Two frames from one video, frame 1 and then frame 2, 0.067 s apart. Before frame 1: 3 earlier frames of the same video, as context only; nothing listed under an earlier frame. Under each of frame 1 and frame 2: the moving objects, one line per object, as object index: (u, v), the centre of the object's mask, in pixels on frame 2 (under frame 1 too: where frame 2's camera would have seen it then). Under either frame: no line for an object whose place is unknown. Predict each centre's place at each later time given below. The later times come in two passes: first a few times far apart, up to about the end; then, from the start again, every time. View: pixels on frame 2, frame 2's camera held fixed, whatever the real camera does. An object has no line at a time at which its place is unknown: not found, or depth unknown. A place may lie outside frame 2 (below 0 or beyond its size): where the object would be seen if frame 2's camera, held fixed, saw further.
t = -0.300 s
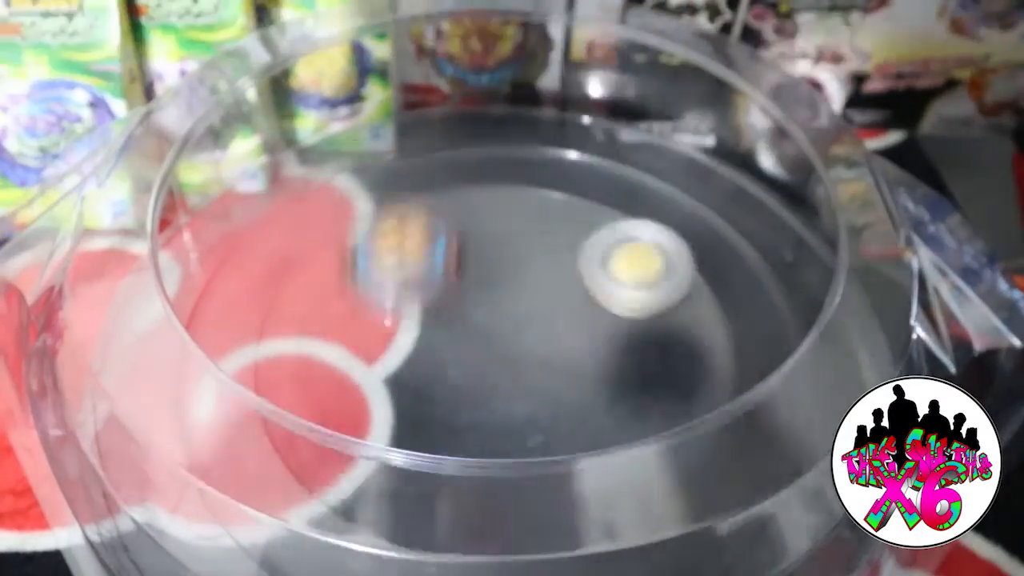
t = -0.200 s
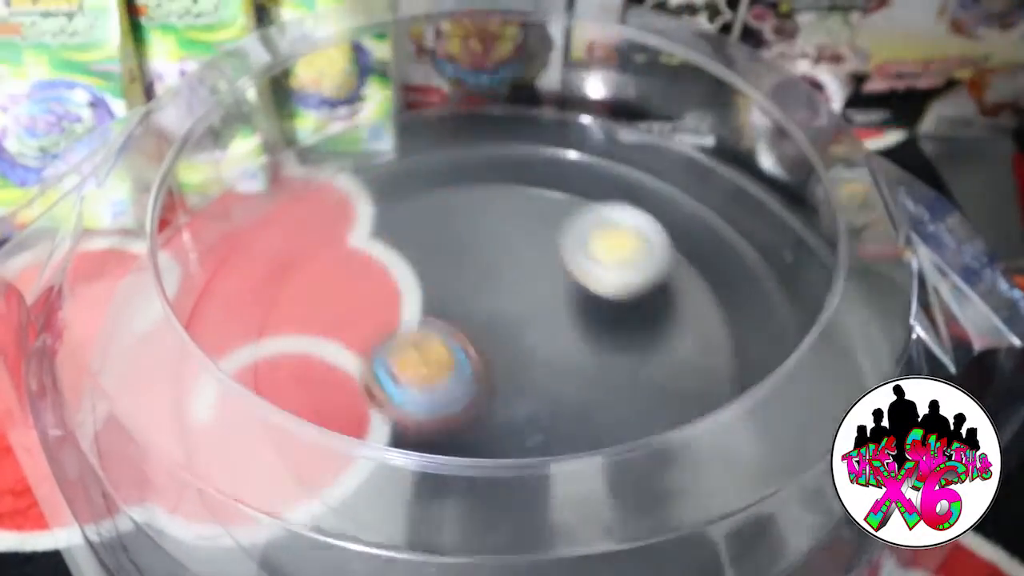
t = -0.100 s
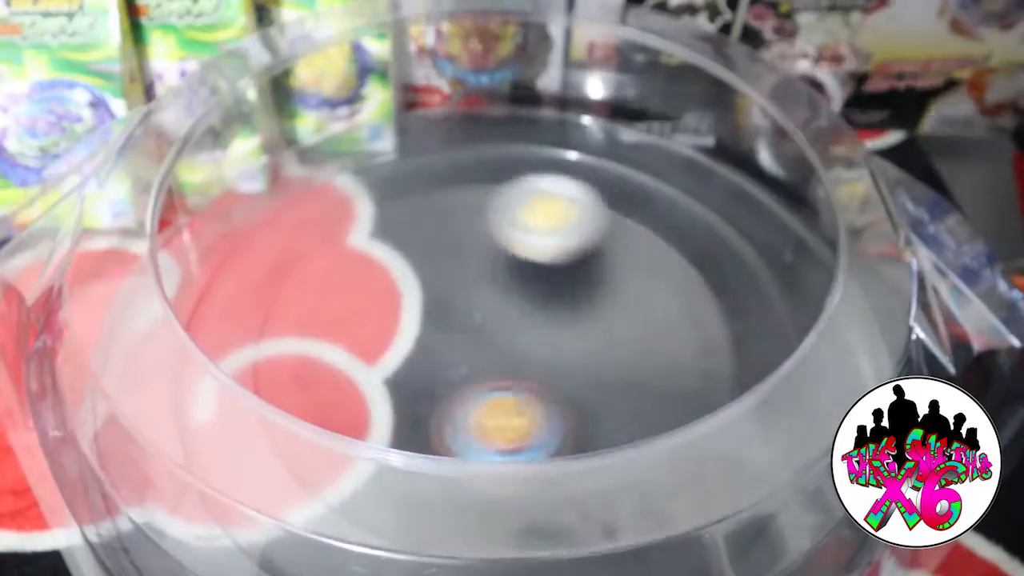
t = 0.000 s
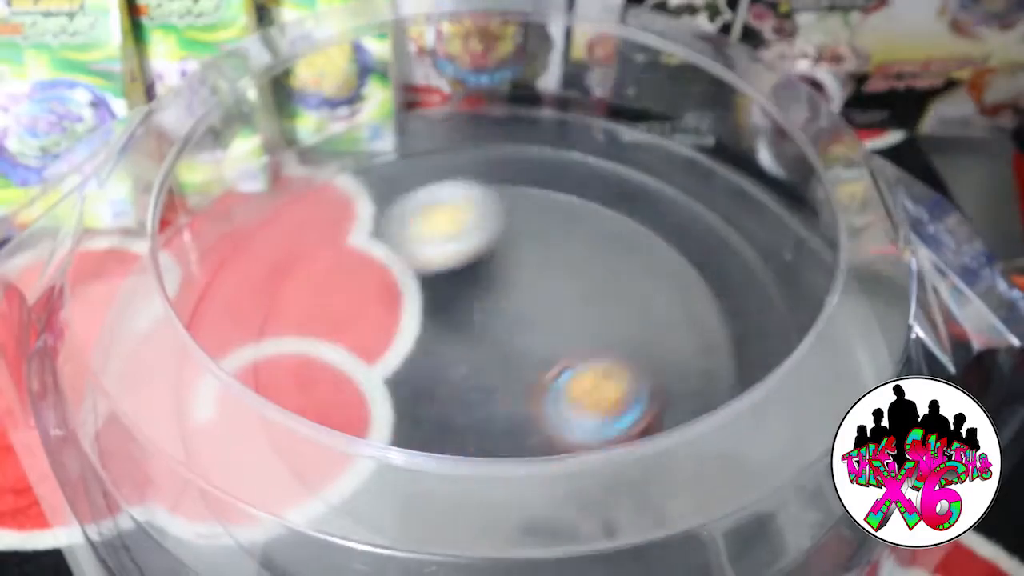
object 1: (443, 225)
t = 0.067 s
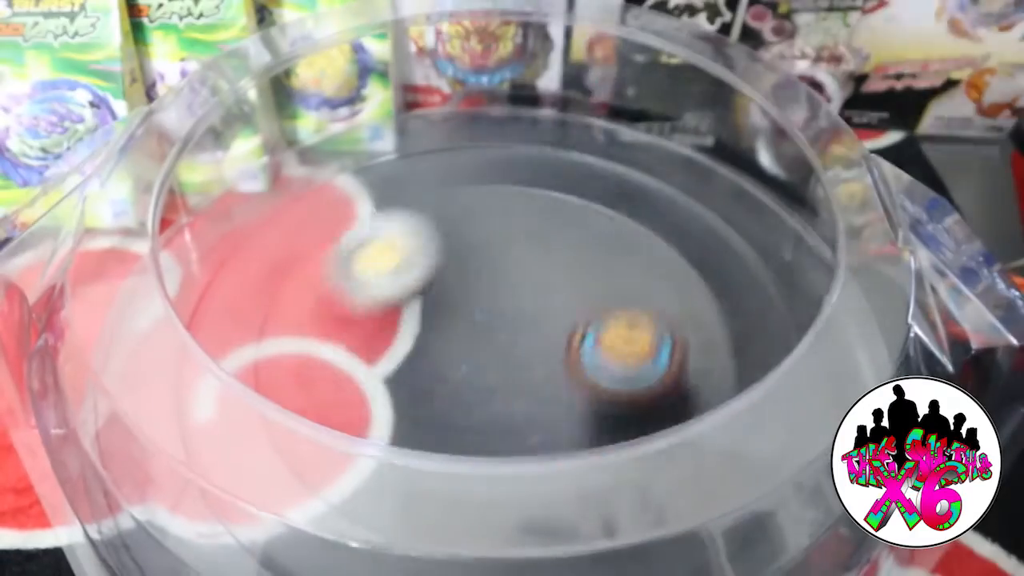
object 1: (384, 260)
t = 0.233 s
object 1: (372, 407)
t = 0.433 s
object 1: (611, 501)
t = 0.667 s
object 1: (782, 437)
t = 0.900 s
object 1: (791, 397)
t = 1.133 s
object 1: (777, 422)
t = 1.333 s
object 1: (742, 450)
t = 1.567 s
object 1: (681, 456)
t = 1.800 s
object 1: (607, 330)
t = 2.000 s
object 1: (407, 268)
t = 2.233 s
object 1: (273, 389)
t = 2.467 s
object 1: (484, 501)
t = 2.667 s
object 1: (649, 370)
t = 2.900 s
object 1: (575, 196)
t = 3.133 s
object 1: (353, 189)
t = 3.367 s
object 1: (239, 272)
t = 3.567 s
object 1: (276, 342)
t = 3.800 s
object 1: (537, 442)
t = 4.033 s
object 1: (678, 262)
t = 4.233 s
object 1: (539, 163)
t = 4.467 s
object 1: (324, 227)
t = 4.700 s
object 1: (360, 452)
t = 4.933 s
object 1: (683, 451)
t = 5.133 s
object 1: (711, 273)
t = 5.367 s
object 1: (506, 180)
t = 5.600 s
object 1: (288, 289)
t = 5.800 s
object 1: (339, 476)
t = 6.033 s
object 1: (663, 460)
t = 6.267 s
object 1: (659, 260)
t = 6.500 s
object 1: (423, 191)
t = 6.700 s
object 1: (262, 286)
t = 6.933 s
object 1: (365, 480)
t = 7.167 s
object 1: (651, 414)
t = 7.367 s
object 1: (635, 239)
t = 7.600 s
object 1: (424, 167)
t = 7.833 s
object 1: (271, 300)
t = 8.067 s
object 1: (451, 475)
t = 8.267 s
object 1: (680, 378)
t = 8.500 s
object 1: (637, 207)
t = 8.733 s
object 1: (423, 182)
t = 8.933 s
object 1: (299, 314)
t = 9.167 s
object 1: (471, 493)
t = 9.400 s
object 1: (708, 392)
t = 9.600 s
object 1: (656, 245)
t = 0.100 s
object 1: (364, 286)
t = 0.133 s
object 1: (348, 317)
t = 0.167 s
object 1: (341, 353)
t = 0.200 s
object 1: (351, 383)
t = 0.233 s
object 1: (372, 407)
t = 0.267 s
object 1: (392, 452)
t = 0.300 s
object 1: (430, 480)
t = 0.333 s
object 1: (471, 496)
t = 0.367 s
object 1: (519, 507)
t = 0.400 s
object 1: (568, 508)
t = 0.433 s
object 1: (611, 501)
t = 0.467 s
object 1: (649, 482)
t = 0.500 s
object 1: (683, 472)
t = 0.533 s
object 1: (718, 465)
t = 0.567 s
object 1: (748, 460)
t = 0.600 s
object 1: (773, 461)
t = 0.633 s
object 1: (784, 452)
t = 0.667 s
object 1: (782, 437)
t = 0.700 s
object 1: (786, 426)
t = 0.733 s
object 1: (784, 411)
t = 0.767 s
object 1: (787, 404)
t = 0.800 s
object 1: (788, 399)
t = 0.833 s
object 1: (789, 396)
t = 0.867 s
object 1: (790, 396)
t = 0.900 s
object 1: (791, 397)
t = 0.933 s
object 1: (790, 399)
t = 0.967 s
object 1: (787, 403)
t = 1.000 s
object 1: (787, 407)
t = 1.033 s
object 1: (786, 410)
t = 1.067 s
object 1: (782, 413)
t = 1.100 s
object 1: (779, 417)
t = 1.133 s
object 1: (777, 422)
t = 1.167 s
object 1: (775, 427)
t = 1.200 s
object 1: (771, 432)
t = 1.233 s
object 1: (762, 436)
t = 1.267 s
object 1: (754, 441)
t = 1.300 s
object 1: (748, 445)
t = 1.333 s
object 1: (742, 450)
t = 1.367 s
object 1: (734, 453)
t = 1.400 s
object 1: (725, 455)
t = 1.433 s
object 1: (722, 467)
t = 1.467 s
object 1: (706, 459)
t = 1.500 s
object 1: (700, 462)
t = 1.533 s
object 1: (691, 462)
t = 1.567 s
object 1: (681, 456)
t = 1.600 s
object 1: (670, 448)
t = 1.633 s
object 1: (659, 433)
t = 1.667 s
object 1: (647, 415)
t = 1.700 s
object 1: (637, 392)
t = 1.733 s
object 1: (631, 374)
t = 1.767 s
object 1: (621, 351)
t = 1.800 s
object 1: (607, 330)
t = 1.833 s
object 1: (586, 311)
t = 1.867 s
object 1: (557, 295)
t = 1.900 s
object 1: (521, 281)
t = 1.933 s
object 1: (481, 272)
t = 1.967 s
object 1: (445, 268)
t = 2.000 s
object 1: (407, 268)
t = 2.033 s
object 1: (373, 274)
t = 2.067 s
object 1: (344, 284)
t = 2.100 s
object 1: (317, 299)
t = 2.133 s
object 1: (298, 319)
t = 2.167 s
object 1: (283, 341)
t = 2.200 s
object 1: (282, 359)
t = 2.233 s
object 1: (273, 389)
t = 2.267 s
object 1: (280, 416)
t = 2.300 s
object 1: (301, 442)
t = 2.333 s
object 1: (328, 463)
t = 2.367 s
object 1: (364, 481)
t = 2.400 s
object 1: (403, 495)
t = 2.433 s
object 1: (441, 503)
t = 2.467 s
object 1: (484, 501)
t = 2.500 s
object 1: (525, 495)
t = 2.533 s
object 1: (561, 479)
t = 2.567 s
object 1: (591, 456)
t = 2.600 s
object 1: (609, 413)
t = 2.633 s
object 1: (626, 394)
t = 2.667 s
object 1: (649, 370)
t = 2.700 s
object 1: (663, 339)
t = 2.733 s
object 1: (665, 309)
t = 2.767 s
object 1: (658, 280)
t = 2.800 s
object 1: (644, 255)
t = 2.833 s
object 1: (625, 232)
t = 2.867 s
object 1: (603, 212)
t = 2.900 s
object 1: (575, 196)
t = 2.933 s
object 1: (546, 182)
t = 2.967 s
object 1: (513, 171)
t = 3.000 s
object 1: (482, 165)
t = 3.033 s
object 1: (448, 163)
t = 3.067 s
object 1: (415, 166)
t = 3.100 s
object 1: (384, 174)
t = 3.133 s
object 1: (353, 189)
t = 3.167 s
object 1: (322, 204)
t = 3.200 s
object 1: (296, 221)
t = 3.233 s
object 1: (273, 234)
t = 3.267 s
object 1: (257, 246)
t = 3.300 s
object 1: (246, 256)
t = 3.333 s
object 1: (241, 264)
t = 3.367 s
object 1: (239, 272)
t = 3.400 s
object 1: (239, 280)
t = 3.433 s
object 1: (241, 288)
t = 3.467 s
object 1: (245, 296)
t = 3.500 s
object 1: (251, 307)
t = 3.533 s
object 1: (260, 323)
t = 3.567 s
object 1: (276, 342)
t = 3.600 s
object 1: (296, 361)
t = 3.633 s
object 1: (321, 386)
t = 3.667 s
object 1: (353, 410)
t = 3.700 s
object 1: (392, 429)
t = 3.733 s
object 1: (442, 443)
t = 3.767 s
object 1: (485, 447)
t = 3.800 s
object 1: (537, 442)
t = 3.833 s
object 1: (581, 416)
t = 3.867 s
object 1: (622, 401)
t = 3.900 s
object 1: (653, 379)
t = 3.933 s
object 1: (674, 352)
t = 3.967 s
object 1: (683, 322)
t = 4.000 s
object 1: (685, 291)
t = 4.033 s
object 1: (678, 262)
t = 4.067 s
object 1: (666, 237)
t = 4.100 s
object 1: (649, 215)
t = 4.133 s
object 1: (627, 196)
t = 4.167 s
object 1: (602, 182)
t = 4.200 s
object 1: (572, 170)
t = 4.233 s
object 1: (539, 163)
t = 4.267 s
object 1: (506, 161)
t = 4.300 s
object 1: (471, 162)
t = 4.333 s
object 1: (438, 166)
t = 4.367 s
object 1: (406, 175)
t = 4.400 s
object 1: (374, 188)
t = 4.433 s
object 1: (347, 205)
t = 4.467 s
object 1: (324, 227)
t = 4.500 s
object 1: (303, 257)
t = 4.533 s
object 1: (290, 286)
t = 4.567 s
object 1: (285, 320)
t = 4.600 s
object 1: (290, 352)
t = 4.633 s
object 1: (305, 387)
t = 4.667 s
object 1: (329, 422)
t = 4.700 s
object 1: (360, 452)
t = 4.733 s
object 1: (405, 479)
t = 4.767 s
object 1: (450, 495)
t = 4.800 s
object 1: (499, 502)
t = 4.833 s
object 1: (551, 500)
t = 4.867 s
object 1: (602, 491)
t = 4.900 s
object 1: (647, 475)
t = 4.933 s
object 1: (683, 451)
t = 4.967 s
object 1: (710, 420)
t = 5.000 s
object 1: (721, 385)
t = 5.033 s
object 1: (723, 354)
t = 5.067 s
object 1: (729, 330)
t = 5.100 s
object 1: (723, 301)
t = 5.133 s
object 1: (711, 273)
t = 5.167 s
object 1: (694, 249)
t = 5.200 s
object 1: (671, 228)
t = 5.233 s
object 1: (643, 210)
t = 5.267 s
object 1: (613, 197)
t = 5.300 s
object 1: (579, 187)
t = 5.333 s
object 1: (543, 181)
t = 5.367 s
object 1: (506, 180)
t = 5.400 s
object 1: (469, 183)
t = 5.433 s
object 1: (432, 190)
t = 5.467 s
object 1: (397, 199)
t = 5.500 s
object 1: (365, 216)
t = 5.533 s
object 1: (335, 237)
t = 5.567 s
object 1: (310, 261)
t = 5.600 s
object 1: (288, 289)
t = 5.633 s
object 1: (274, 319)
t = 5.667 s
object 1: (271, 348)
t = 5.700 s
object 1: (281, 372)
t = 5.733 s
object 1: (283, 419)
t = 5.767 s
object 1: (302, 450)
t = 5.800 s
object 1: (339, 476)
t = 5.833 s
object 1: (387, 495)
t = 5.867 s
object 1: (437, 511)
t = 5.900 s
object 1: (489, 517)
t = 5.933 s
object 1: (540, 515)
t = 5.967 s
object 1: (588, 506)
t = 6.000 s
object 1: (629, 484)
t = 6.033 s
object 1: (663, 460)
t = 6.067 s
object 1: (686, 431)
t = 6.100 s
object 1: (702, 399)
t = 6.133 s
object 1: (703, 366)
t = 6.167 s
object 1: (706, 340)
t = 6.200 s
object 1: (697, 312)
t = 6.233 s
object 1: (681, 285)
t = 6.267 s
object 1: (659, 260)
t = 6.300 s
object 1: (633, 239)
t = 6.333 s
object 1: (603, 221)
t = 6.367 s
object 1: (569, 207)
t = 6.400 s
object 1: (534, 197)
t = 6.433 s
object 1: (497, 191)
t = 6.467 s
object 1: (460, 189)
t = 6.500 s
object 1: (423, 191)
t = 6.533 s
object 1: (389, 196)
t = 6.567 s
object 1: (356, 205)
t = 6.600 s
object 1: (326, 219)
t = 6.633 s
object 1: (298, 237)
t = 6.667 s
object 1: (275, 260)
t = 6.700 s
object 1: (262, 286)
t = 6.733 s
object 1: (258, 315)
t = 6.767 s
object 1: (260, 342)
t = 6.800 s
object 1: (273, 365)
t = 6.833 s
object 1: (276, 407)
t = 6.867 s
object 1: (296, 436)
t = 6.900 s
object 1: (325, 460)
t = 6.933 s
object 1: (365, 480)
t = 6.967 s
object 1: (410, 494)
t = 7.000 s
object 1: (454, 499)
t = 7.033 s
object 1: (501, 497)
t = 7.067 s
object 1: (548, 488)
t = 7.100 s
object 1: (589, 471)
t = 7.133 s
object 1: (625, 444)
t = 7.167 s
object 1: (651, 414)
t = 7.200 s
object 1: (665, 382)
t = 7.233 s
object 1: (676, 354)
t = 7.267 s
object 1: (676, 322)
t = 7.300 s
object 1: (669, 292)
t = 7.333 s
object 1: (654, 264)
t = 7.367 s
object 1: (635, 239)
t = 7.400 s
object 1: (611, 217)
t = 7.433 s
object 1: (583, 199)
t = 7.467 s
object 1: (553, 185)
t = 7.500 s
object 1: (522, 175)
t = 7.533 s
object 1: (490, 168)
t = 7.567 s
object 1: (457, 166)
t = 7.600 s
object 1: (424, 167)
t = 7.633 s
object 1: (394, 174)
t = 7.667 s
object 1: (366, 186)
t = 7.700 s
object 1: (339, 203)
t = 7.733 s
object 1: (317, 222)
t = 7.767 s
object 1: (294, 245)
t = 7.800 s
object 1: (279, 271)
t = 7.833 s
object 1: (271, 300)
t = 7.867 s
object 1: (271, 331)
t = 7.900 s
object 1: (285, 358)
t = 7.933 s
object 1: (307, 380)
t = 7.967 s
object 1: (326, 421)
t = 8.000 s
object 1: (360, 447)
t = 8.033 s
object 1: (404, 465)
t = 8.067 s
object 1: (451, 475)
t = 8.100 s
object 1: (500, 479)
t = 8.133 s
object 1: (548, 473)
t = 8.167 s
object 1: (593, 458)
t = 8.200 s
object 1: (630, 437)
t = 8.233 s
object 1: (661, 413)
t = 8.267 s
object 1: (680, 378)
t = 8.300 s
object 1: (695, 355)
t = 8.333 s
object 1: (701, 327)
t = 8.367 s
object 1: (699, 297)
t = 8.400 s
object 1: (691, 270)
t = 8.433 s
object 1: (677, 246)
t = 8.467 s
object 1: (660, 225)
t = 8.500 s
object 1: (637, 207)
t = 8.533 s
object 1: (613, 193)
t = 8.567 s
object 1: (584, 181)
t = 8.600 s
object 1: (553, 173)
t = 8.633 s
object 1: (520, 169)
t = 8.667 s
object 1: (488, 170)
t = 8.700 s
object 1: (455, 174)
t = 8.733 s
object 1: (423, 182)
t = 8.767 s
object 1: (394, 194)
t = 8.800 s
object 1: (367, 209)
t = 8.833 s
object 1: (343, 230)
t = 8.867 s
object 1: (323, 254)
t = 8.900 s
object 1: (307, 283)
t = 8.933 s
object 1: (299, 314)
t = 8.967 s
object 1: (299, 345)
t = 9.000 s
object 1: (312, 374)
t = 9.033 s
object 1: (336, 397)
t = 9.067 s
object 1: (364, 414)
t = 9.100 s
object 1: (388, 464)
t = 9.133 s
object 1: (429, 482)
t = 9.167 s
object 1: (471, 493)
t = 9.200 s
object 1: (517, 497)
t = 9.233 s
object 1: (562, 492)
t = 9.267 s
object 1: (605, 481)
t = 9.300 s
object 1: (642, 464)
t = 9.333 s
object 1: (673, 442)
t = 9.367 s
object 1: (694, 416)
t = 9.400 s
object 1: (708, 392)
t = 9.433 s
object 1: (711, 360)
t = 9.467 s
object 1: (715, 339)
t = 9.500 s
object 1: (709, 312)
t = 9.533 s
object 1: (696, 287)
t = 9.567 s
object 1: (679, 265)
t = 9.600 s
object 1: (656, 245)
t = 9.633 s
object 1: (630, 229)
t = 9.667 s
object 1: (602, 216)
